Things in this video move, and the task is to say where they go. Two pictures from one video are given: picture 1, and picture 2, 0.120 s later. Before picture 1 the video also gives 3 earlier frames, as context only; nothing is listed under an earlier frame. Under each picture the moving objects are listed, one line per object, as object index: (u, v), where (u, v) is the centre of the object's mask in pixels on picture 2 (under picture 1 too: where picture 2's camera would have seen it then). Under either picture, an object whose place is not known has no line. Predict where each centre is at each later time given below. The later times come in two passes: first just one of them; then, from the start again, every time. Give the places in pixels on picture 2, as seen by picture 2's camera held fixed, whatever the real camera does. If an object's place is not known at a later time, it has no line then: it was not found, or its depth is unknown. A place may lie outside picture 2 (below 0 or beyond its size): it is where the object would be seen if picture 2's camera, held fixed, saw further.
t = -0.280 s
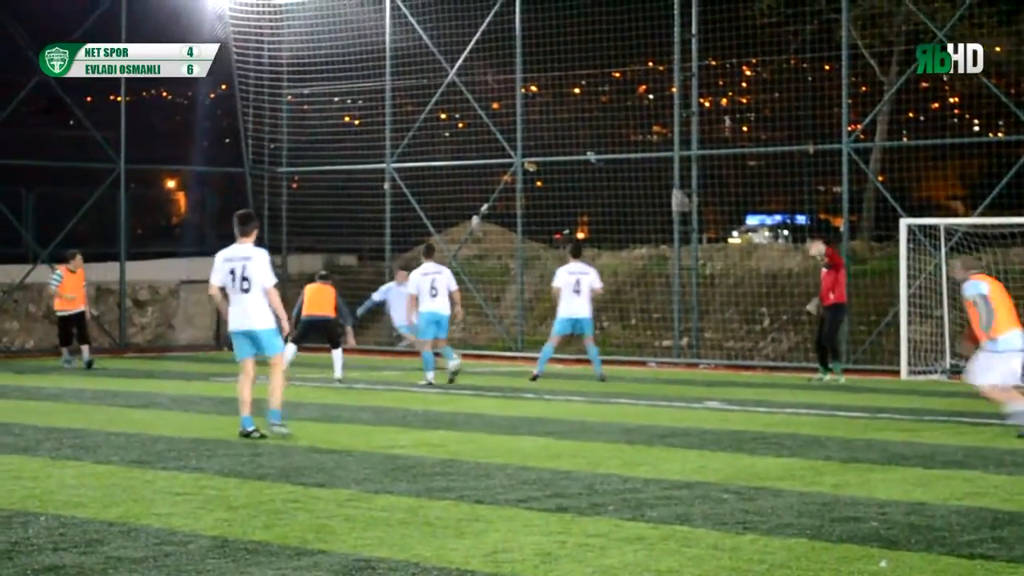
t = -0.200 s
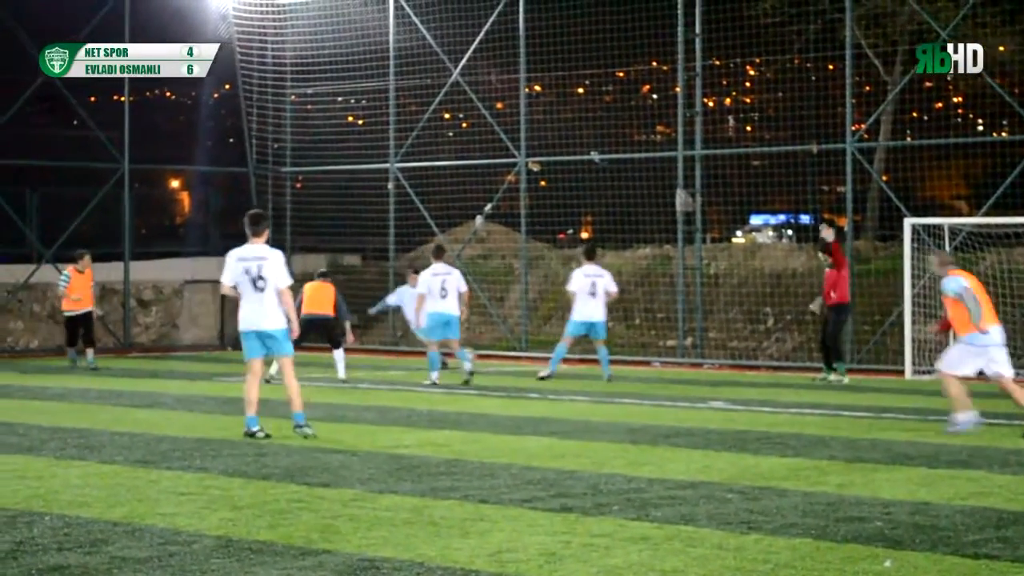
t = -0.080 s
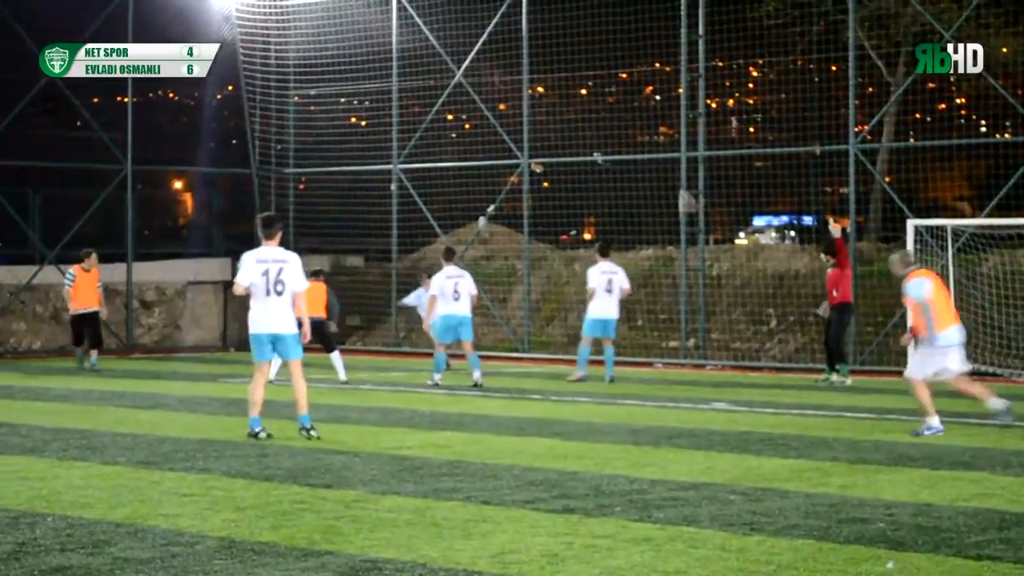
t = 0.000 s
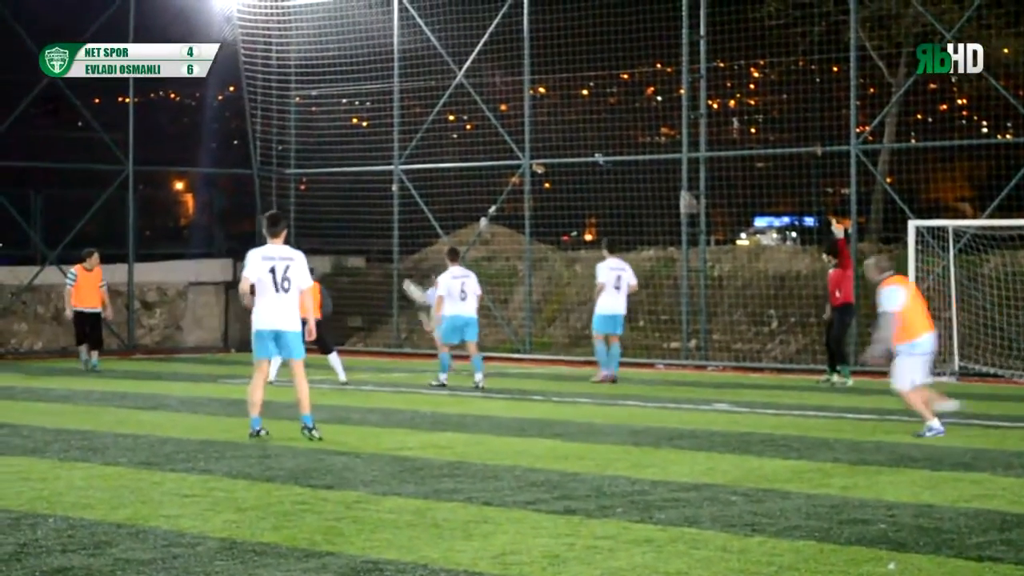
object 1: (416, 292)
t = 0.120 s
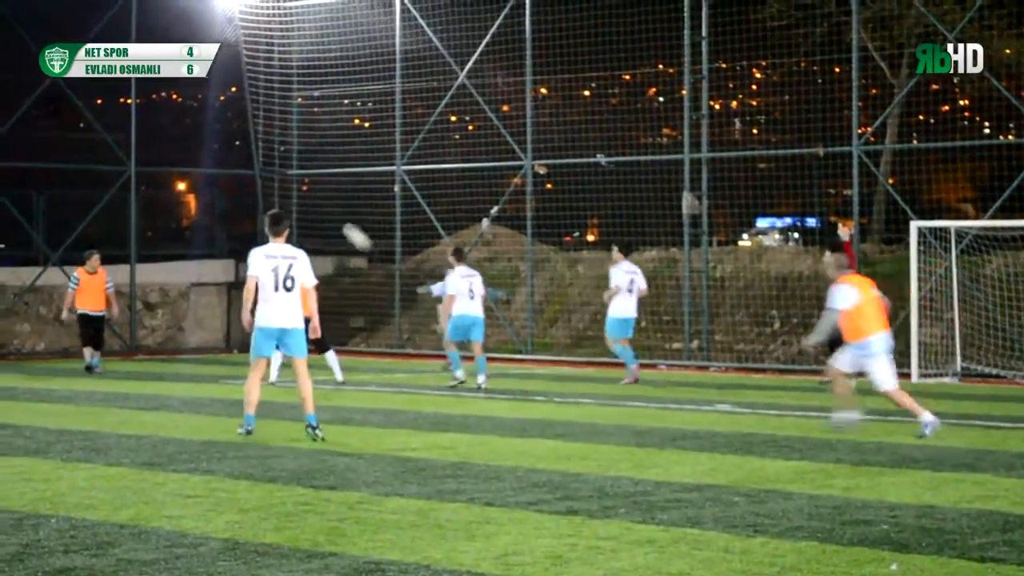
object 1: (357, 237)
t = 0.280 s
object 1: (272, 165)
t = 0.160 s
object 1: (335, 219)
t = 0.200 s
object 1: (315, 201)
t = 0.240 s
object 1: (294, 183)
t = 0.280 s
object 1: (272, 165)
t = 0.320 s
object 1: (251, 149)
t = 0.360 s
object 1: (234, 132)
